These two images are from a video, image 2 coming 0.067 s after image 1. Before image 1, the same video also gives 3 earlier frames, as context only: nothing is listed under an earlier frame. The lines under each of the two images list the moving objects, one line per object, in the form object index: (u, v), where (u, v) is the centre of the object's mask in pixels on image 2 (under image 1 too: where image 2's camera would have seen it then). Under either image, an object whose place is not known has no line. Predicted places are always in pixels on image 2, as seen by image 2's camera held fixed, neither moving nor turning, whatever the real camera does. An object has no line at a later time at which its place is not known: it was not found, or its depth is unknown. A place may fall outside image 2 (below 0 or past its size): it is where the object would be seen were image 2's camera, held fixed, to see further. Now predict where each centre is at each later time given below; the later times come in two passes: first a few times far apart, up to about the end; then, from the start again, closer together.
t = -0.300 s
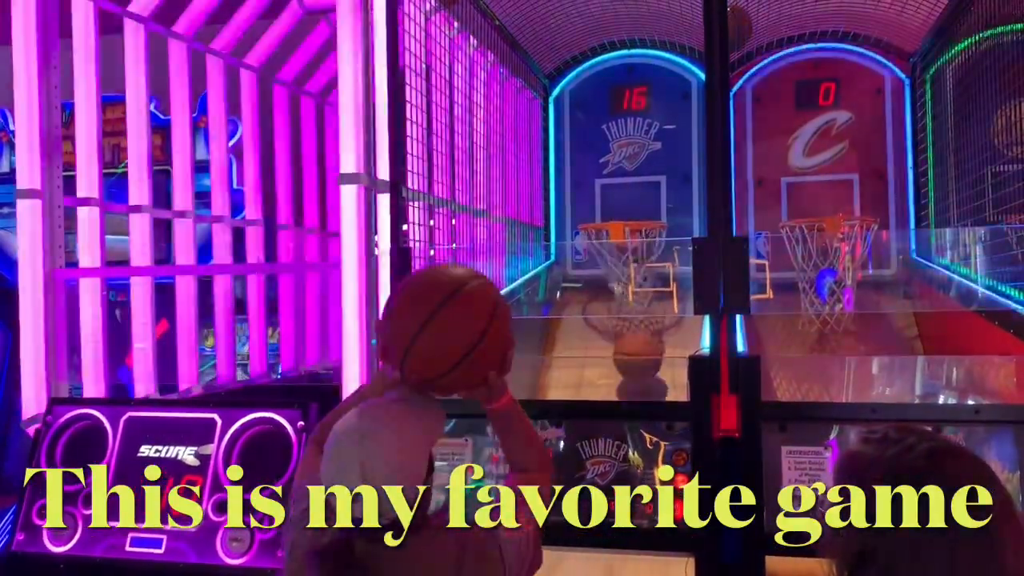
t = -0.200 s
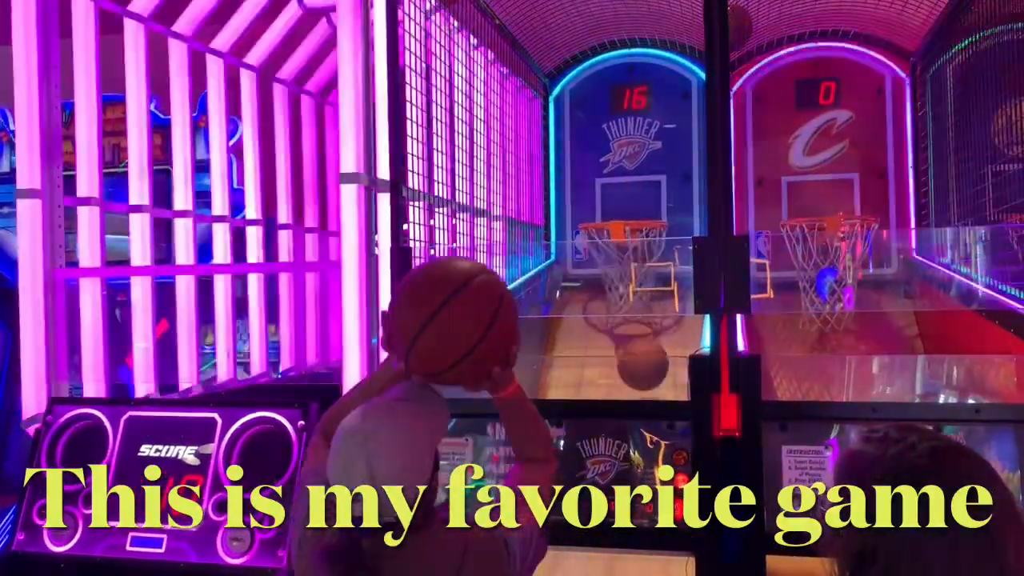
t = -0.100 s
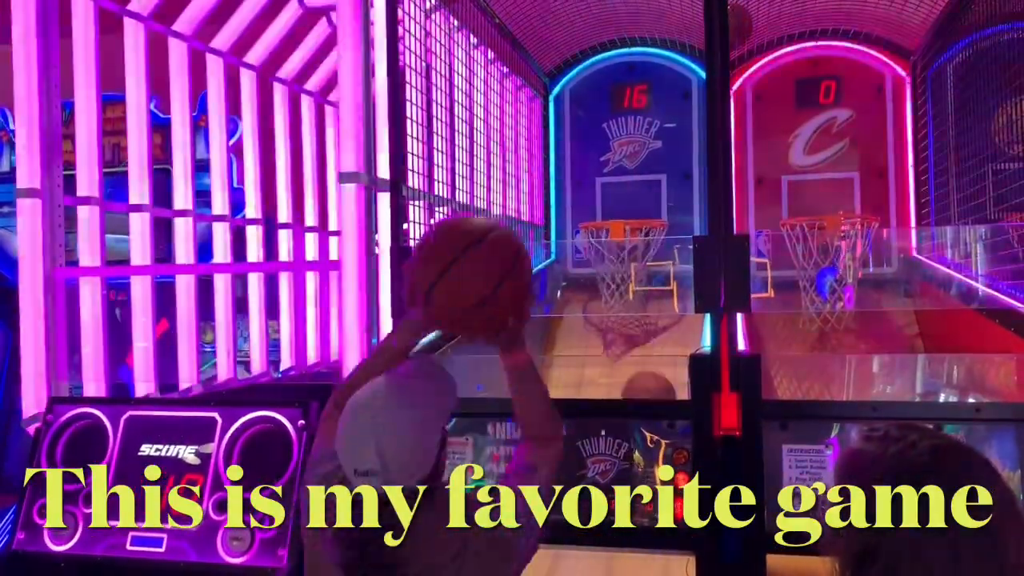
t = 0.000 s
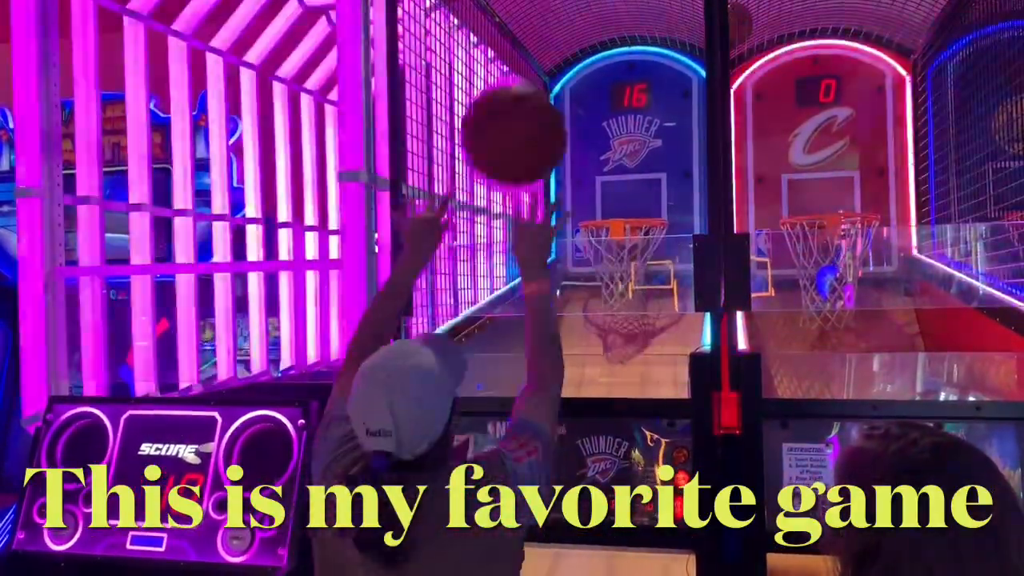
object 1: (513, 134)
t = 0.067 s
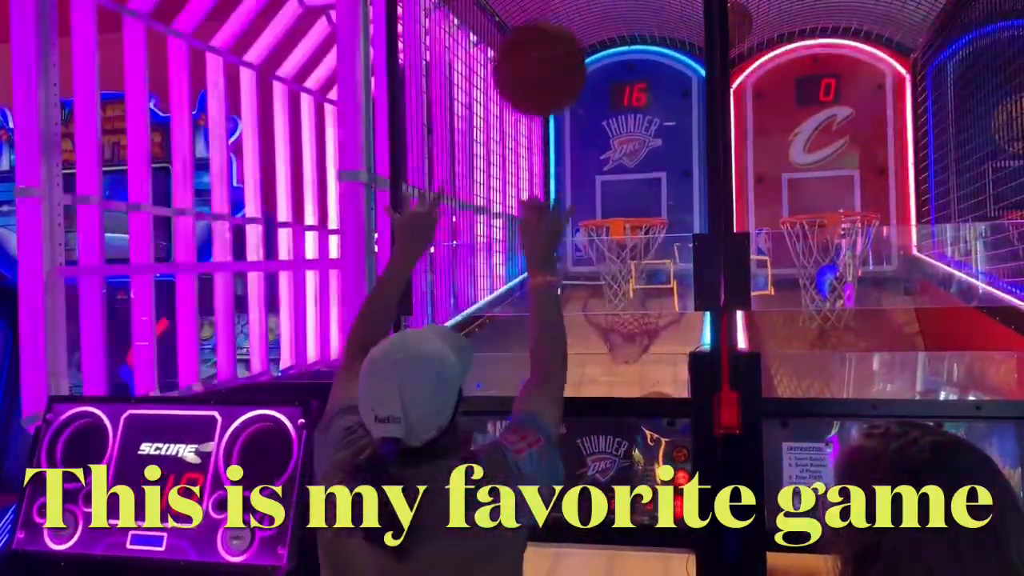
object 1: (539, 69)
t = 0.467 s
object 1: (622, 99)
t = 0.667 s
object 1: (645, 184)
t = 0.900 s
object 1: (683, 147)
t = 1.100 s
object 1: (686, 193)
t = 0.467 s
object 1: (622, 99)
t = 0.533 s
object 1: (630, 140)
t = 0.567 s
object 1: (633, 161)
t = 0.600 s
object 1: (636, 185)
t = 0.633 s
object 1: (640, 199)
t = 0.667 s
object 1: (645, 184)
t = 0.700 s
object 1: (651, 171)
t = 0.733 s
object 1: (658, 161)
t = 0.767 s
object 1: (663, 153)
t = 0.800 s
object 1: (669, 149)
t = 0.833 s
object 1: (674, 147)
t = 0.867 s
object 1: (678, 146)
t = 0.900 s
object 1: (683, 147)
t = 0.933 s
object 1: (687, 152)
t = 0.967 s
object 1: (690, 159)
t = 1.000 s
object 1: (690, 165)
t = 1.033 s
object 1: (689, 172)
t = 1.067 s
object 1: (688, 181)
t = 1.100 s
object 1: (686, 193)
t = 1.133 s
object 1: (685, 208)
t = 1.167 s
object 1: (686, 216)
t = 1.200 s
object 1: (689, 220)
